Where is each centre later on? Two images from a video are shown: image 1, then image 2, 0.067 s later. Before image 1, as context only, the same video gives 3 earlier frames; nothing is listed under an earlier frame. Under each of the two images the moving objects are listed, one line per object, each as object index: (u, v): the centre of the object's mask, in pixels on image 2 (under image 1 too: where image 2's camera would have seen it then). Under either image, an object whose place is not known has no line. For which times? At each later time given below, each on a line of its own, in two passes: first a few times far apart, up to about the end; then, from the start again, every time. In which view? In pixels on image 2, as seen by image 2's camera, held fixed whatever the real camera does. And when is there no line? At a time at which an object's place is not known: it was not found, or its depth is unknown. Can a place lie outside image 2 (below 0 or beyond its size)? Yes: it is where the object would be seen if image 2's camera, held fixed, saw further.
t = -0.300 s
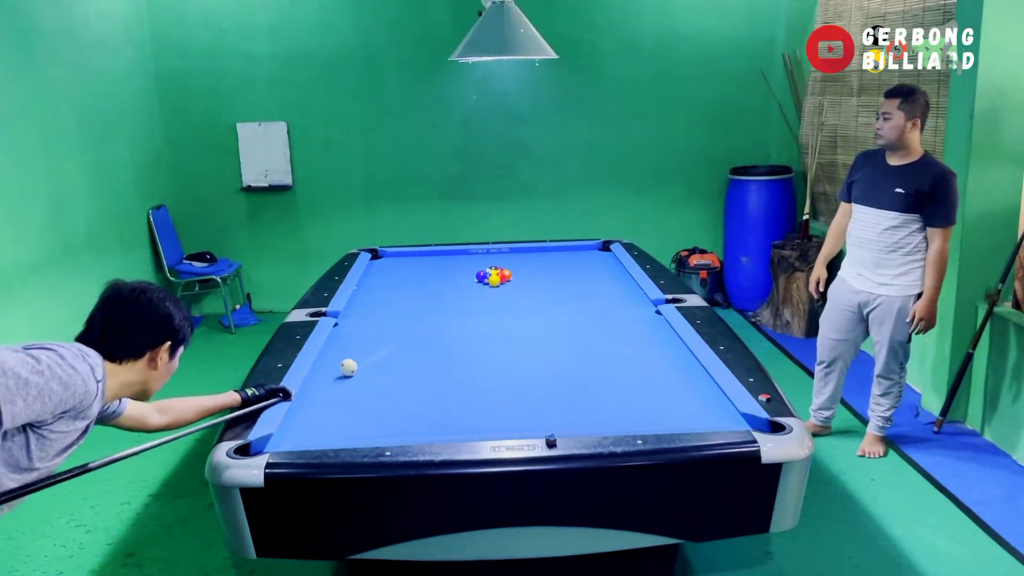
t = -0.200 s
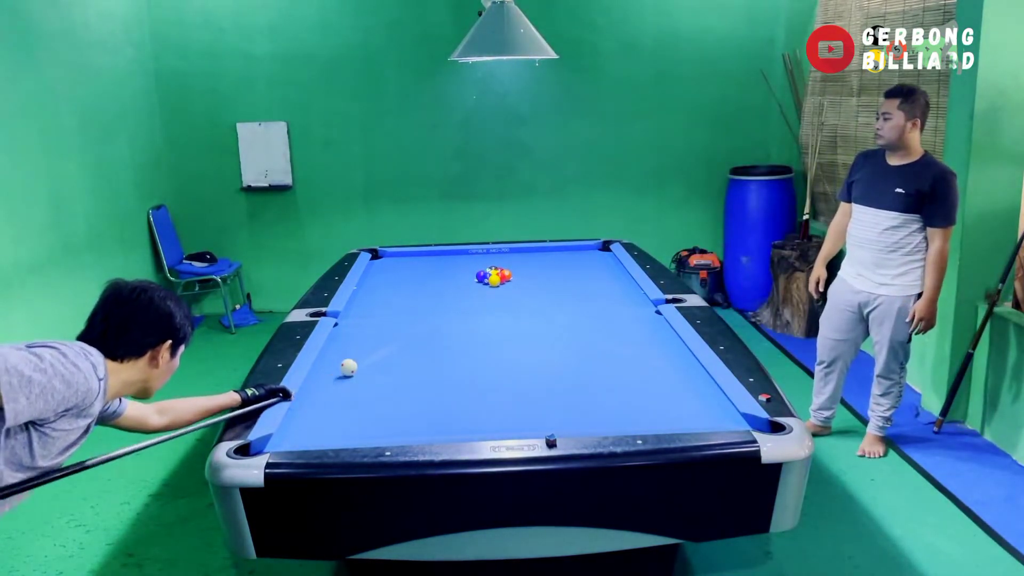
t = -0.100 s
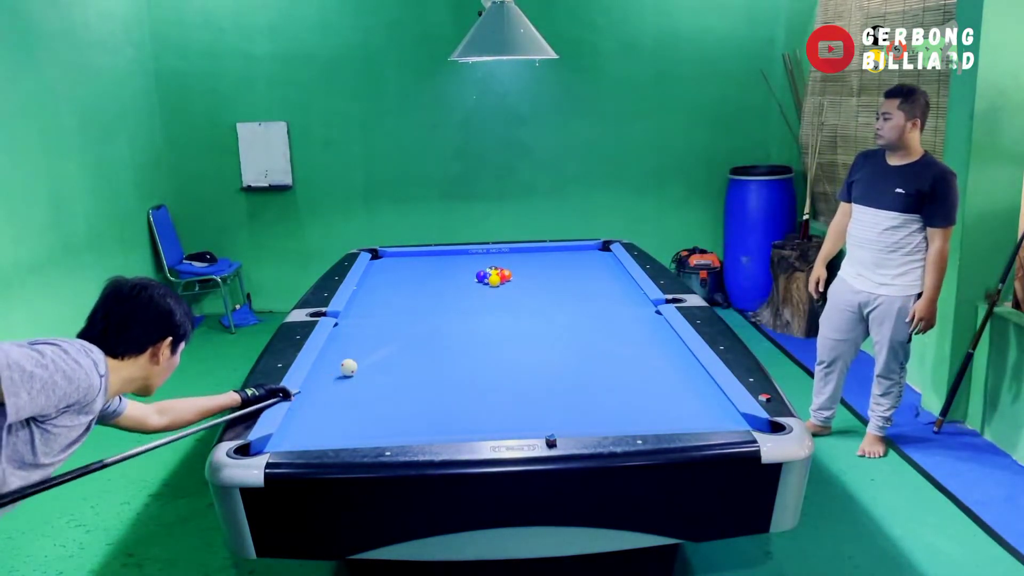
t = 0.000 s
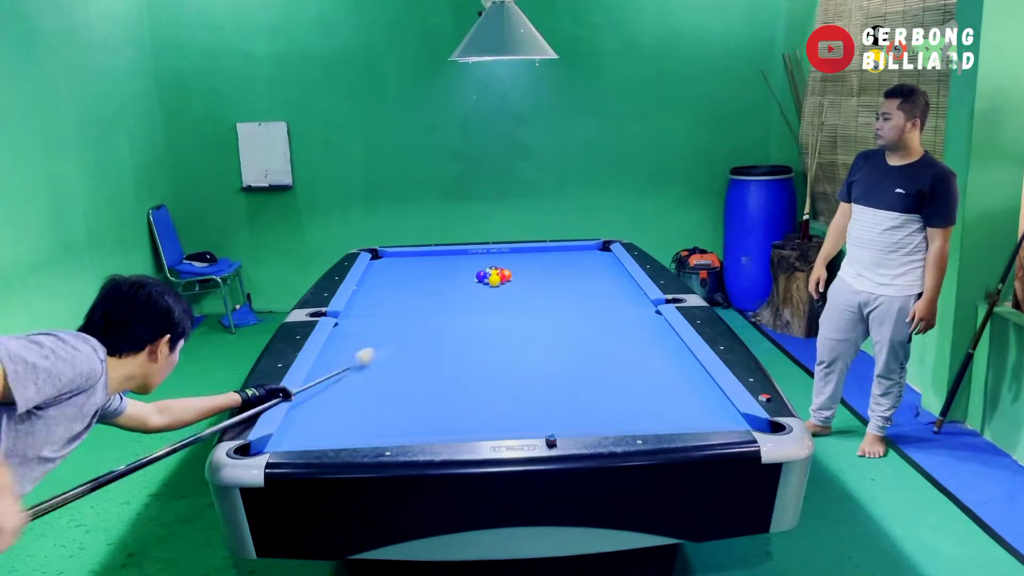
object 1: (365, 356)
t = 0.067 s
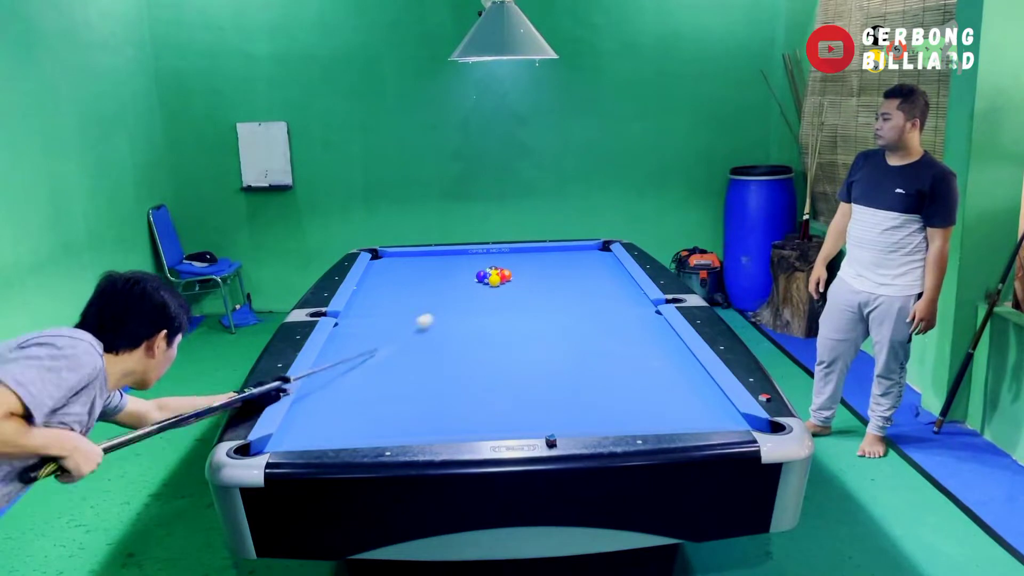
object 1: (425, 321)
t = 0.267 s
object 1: (489, 284)
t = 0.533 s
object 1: (488, 286)
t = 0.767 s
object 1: (486, 288)
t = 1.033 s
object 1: (485, 289)
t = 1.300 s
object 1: (483, 290)
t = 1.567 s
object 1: (482, 291)
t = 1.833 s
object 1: (481, 292)
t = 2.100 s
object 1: (481, 292)
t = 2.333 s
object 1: (481, 292)
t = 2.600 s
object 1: (480, 292)
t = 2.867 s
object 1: (480, 292)
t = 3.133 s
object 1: (480, 292)
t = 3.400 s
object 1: (481, 292)
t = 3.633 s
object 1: (481, 292)
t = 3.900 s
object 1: (481, 292)
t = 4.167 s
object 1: (480, 292)
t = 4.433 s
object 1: (481, 292)
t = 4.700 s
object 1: (480, 292)
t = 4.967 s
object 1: (481, 292)
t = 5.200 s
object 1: (481, 292)
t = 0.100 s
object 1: (449, 307)
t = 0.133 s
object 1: (470, 295)
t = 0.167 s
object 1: (489, 284)
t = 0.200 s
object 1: (490, 284)
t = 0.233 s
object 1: (489, 284)
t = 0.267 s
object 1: (489, 284)
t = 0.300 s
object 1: (489, 284)
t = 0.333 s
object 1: (489, 285)
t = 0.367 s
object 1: (489, 285)
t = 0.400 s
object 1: (489, 285)
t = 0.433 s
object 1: (489, 285)
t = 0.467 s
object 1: (488, 286)
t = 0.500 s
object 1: (488, 286)
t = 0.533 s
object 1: (488, 286)
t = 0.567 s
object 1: (488, 286)
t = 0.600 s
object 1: (488, 286)
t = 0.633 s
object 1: (488, 287)
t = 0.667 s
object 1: (487, 287)
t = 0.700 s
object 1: (487, 287)
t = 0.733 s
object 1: (487, 287)
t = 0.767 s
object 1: (486, 288)
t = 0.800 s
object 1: (486, 288)
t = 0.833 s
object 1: (486, 288)
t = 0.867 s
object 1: (486, 288)
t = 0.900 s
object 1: (486, 288)
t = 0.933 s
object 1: (486, 288)
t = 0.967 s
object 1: (486, 288)
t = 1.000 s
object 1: (485, 288)
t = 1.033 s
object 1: (485, 289)
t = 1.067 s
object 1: (485, 289)
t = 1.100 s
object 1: (484, 289)
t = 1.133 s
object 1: (484, 290)
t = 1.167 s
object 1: (484, 290)
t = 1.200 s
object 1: (484, 290)
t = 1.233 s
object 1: (484, 290)
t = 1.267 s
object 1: (484, 290)
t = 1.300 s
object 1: (483, 290)
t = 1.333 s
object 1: (483, 290)
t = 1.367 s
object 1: (483, 291)
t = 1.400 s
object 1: (482, 291)
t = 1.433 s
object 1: (482, 291)
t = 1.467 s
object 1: (482, 291)
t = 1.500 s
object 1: (482, 291)
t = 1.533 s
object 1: (482, 291)
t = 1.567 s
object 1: (482, 291)
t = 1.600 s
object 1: (482, 291)
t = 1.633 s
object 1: (481, 291)
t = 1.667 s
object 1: (481, 291)
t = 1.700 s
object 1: (481, 292)
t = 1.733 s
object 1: (481, 292)
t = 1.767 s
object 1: (481, 292)
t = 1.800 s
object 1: (481, 292)
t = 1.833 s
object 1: (481, 292)
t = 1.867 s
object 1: (480, 292)
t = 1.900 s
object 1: (481, 292)
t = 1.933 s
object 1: (480, 292)
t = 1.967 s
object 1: (480, 292)
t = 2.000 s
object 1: (481, 292)
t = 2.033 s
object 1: (480, 292)
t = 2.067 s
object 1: (480, 292)
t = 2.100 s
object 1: (481, 292)
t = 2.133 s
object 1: (480, 292)
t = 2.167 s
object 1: (481, 292)
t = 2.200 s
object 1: (480, 292)
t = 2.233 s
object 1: (480, 292)
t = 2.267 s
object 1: (480, 292)
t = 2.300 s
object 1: (480, 292)
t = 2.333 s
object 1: (481, 292)
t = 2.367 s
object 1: (480, 292)
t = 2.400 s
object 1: (481, 292)
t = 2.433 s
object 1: (480, 292)
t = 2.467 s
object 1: (481, 292)
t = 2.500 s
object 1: (480, 292)
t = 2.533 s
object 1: (480, 292)
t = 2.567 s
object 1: (481, 292)
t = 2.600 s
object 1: (480, 292)
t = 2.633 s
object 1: (481, 292)
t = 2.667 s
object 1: (481, 292)
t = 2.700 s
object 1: (481, 292)
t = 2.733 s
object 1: (480, 292)
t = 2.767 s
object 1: (481, 292)
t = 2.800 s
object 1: (480, 292)
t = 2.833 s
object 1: (480, 292)
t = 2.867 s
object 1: (480, 292)
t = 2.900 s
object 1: (480, 292)
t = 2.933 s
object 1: (480, 292)
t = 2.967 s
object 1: (480, 292)
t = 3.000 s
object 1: (480, 292)
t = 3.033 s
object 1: (481, 292)
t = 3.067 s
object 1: (481, 292)
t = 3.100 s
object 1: (480, 292)
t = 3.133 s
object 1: (480, 292)
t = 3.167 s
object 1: (480, 292)
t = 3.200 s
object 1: (481, 292)
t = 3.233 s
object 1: (481, 292)
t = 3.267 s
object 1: (481, 292)
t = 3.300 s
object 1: (481, 292)
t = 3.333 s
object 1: (481, 292)
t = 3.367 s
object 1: (481, 292)
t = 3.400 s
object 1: (481, 292)
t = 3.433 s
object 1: (481, 292)
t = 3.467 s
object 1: (481, 292)
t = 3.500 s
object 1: (480, 292)
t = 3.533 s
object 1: (481, 292)
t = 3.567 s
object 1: (480, 292)
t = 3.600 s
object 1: (481, 292)
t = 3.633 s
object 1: (481, 292)
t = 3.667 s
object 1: (480, 292)
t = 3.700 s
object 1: (481, 292)
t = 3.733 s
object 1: (480, 292)
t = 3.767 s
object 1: (481, 292)
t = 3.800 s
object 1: (480, 292)
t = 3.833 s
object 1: (481, 292)
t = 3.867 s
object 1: (481, 292)
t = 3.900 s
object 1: (481, 292)
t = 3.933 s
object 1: (480, 292)
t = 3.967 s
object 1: (481, 292)
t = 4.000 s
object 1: (481, 292)
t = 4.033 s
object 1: (481, 292)
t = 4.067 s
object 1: (481, 292)
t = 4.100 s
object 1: (480, 292)
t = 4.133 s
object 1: (481, 292)
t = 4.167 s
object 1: (480, 292)
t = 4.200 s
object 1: (480, 292)
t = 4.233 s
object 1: (480, 292)
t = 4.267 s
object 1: (480, 292)
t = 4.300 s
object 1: (480, 292)
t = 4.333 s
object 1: (481, 292)
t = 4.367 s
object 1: (480, 292)
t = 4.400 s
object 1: (480, 292)
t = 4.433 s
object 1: (481, 292)
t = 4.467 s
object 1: (480, 292)
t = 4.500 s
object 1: (480, 292)
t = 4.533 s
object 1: (480, 292)
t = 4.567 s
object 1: (480, 292)
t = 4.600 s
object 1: (480, 292)
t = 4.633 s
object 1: (480, 292)
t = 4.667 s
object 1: (480, 292)
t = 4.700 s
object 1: (480, 292)
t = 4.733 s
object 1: (480, 292)
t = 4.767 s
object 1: (481, 292)
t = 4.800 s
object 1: (481, 292)
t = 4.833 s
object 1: (480, 292)
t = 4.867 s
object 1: (481, 292)
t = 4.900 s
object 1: (480, 292)
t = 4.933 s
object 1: (480, 292)
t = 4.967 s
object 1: (481, 292)
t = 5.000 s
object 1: (481, 292)
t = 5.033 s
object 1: (480, 292)
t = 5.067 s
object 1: (481, 292)
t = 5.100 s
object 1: (481, 292)
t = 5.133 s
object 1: (480, 292)
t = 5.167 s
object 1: (480, 292)
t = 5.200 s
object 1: (481, 292)
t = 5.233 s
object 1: (480, 292)
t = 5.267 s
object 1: (480, 292)
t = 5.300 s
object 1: (481, 292)
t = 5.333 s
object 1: (481, 292)
